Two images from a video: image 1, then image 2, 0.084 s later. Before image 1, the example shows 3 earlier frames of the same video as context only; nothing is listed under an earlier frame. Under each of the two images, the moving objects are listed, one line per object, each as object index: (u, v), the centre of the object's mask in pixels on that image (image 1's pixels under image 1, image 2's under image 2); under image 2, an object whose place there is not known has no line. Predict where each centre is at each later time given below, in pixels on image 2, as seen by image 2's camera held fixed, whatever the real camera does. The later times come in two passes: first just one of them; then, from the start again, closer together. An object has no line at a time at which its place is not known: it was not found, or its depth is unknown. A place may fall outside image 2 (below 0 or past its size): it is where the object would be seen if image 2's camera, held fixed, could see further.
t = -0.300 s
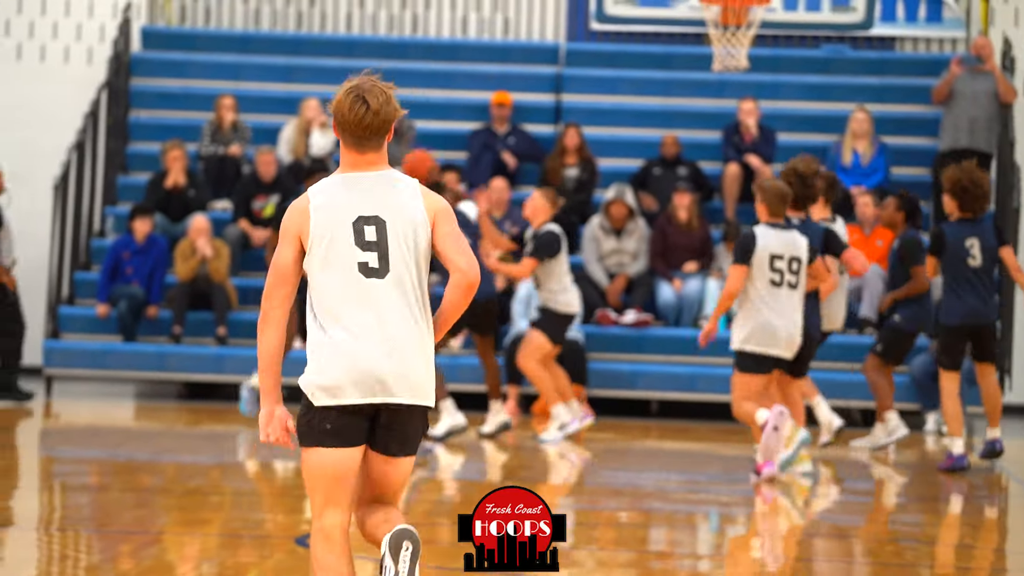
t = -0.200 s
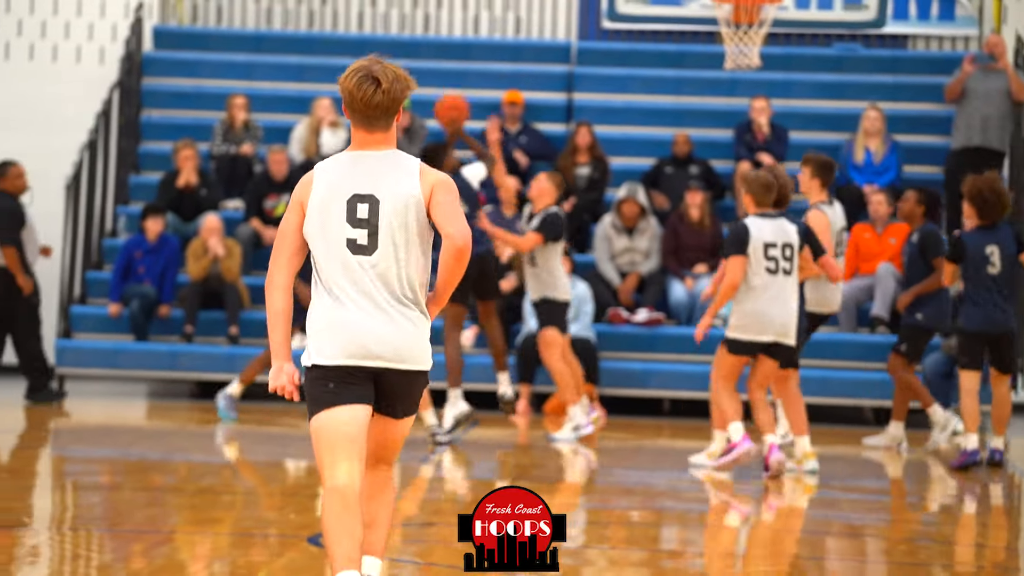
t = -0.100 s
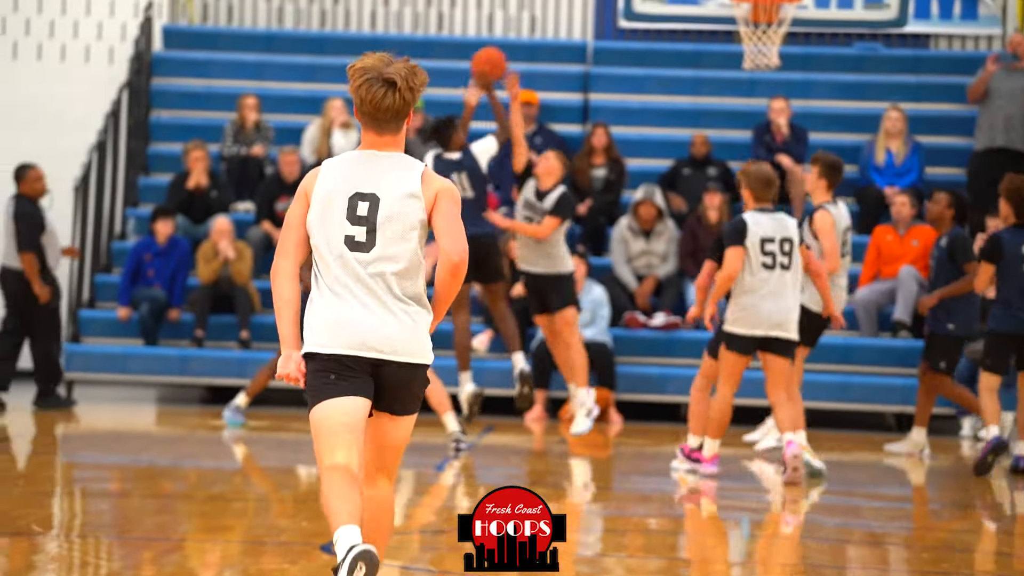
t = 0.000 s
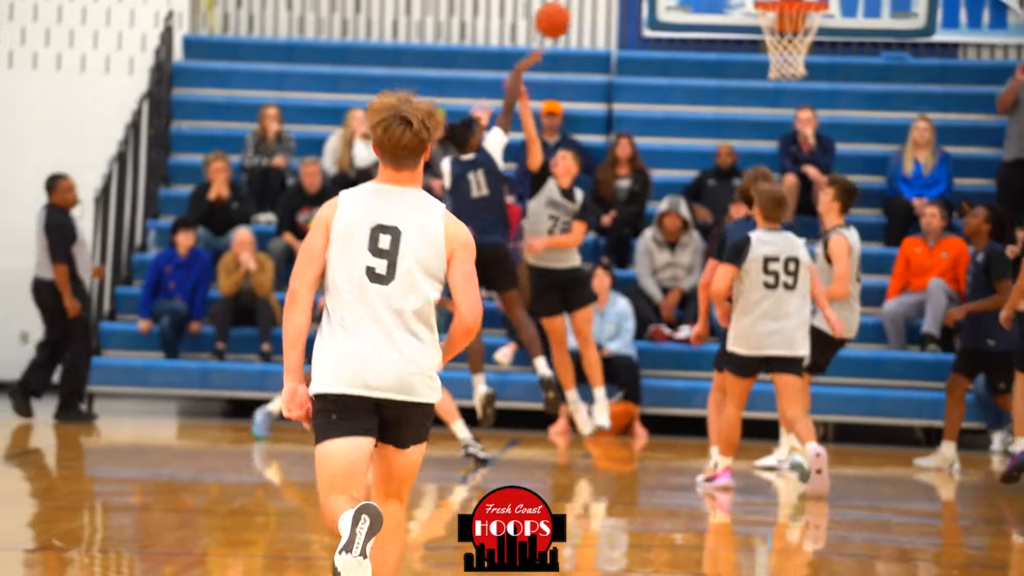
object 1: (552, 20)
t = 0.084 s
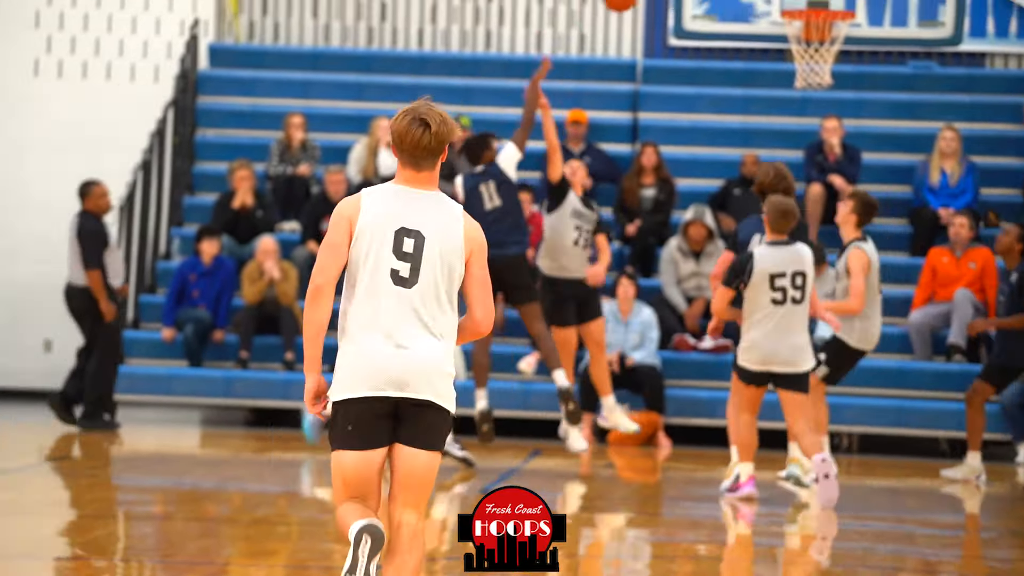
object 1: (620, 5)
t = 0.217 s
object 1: (684, -41)
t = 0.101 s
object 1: (626, 0)
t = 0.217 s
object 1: (684, -41)
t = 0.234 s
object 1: (693, -43)
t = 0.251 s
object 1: (700, -45)
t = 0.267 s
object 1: (709, -47)
